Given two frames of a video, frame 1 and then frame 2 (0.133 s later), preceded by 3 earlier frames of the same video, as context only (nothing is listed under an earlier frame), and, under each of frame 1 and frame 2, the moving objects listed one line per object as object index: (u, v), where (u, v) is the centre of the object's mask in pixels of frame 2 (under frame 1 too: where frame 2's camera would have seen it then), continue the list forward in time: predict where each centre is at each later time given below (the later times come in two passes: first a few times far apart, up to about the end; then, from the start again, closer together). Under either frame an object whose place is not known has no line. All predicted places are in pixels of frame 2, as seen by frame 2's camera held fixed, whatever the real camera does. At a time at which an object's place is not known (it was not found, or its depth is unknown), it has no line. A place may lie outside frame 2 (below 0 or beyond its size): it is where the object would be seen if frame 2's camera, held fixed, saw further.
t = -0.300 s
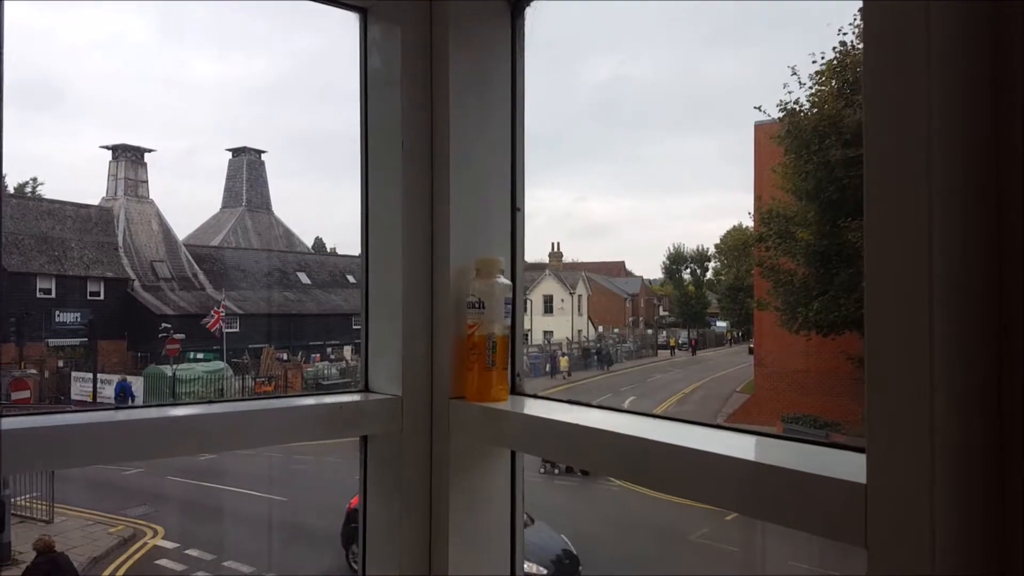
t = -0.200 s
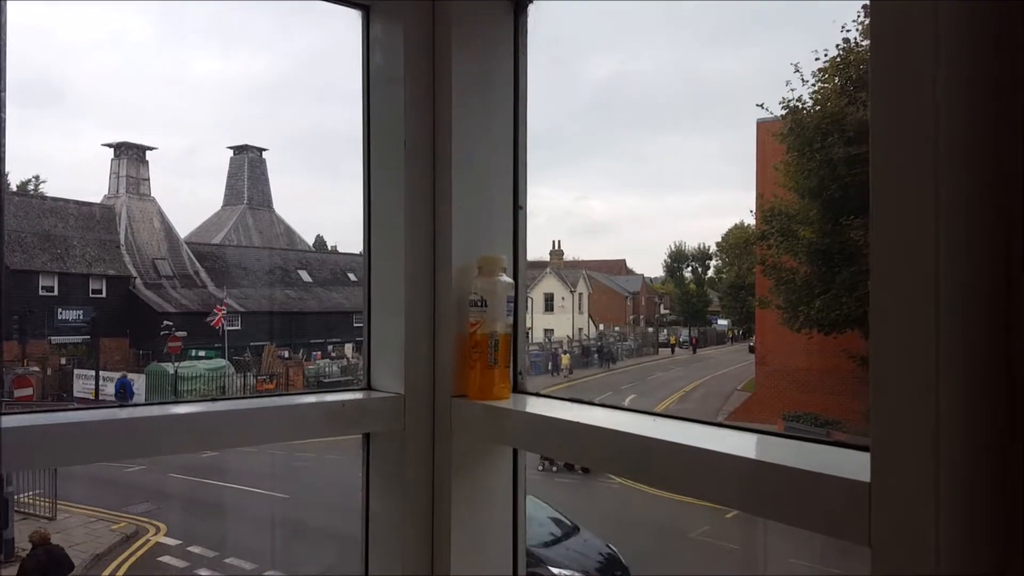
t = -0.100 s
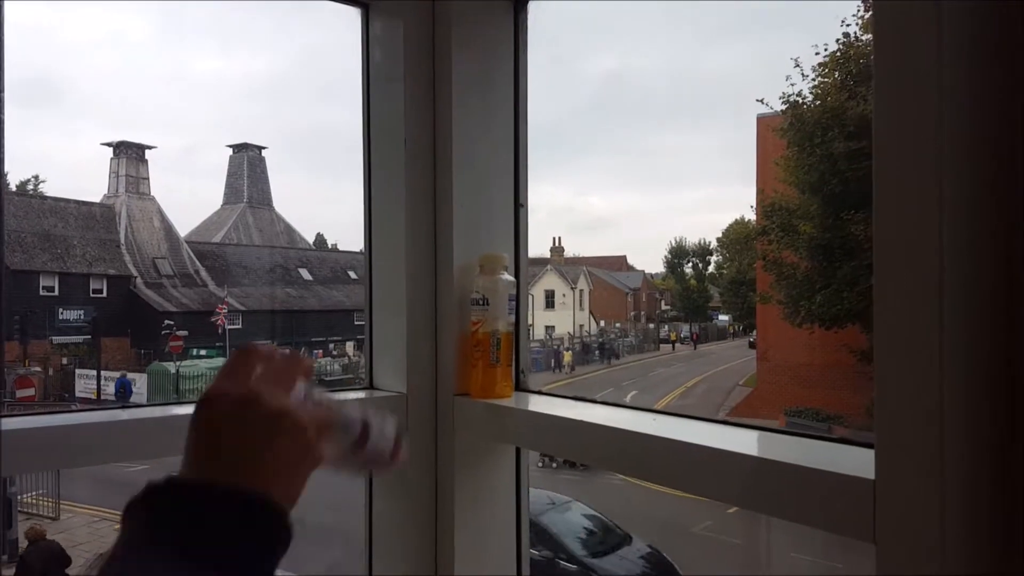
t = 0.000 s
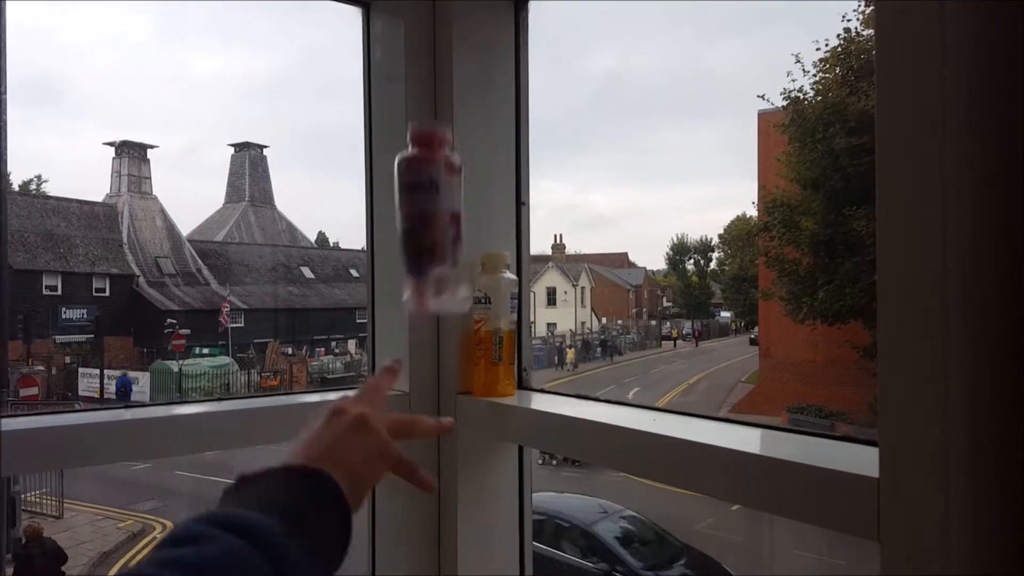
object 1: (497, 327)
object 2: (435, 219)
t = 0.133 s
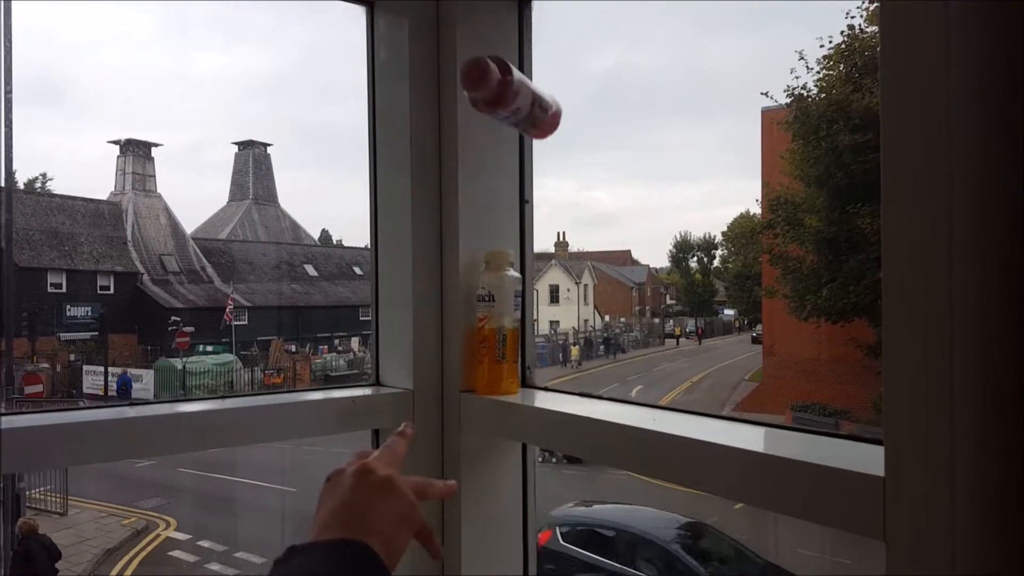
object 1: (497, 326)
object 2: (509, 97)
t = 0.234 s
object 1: (498, 327)
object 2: (512, 128)
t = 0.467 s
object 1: (487, 330)
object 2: (517, 200)
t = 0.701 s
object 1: (478, 323)
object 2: (558, 373)
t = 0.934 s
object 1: (426, 451)
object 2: (552, 375)
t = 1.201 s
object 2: (546, 375)
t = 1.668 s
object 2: (552, 364)
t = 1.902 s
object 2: (556, 362)
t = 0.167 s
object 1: (498, 326)
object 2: (512, 99)
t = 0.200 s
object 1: (498, 327)
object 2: (510, 110)
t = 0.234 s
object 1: (498, 327)
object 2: (512, 128)
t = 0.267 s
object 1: (498, 328)
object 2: (511, 150)
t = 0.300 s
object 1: (499, 326)
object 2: (512, 173)
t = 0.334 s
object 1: (501, 325)
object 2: (512, 176)
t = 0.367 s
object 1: (497, 326)
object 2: (512, 174)
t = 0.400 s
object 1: (495, 326)
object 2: (511, 181)
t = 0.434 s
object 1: (492, 326)
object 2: (512, 195)
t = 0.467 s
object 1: (487, 330)
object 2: (517, 200)
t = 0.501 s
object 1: (483, 326)
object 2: (520, 215)
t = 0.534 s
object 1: (480, 325)
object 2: (523, 239)
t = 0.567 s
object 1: (477, 324)
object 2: (527, 273)
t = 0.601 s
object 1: (473, 324)
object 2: (532, 317)
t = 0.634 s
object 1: (476, 325)
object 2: (547, 331)
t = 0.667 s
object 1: (479, 324)
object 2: (556, 368)
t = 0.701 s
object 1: (478, 323)
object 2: (558, 373)
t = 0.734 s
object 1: (475, 323)
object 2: (557, 373)
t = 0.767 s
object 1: (469, 325)
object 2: (558, 374)
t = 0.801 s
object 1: (462, 330)
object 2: (558, 375)
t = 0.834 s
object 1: (453, 342)
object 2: (558, 375)
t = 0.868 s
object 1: (444, 365)
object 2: (556, 375)
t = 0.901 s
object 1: (435, 400)
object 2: (553, 375)
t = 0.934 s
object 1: (426, 451)
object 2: (552, 375)
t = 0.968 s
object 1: (415, 514)
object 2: (551, 375)
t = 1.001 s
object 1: (378, 564)
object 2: (550, 375)
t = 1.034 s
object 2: (549, 375)
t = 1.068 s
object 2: (549, 375)
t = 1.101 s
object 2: (548, 375)
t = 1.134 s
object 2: (547, 375)
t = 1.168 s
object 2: (547, 375)
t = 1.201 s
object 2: (546, 375)
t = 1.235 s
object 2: (546, 375)
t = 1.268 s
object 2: (545, 375)
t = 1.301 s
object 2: (544, 375)
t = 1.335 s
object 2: (544, 375)
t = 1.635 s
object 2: (550, 364)
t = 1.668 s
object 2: (552, 364)
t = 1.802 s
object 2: (555, 361)
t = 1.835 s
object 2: (555, 361)
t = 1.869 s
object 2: (556, 361)
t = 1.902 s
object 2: (556, 362)
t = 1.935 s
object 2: (556, 362)
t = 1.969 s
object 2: (556, 362)
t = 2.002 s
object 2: (556, 361)
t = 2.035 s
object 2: (557, 360)
